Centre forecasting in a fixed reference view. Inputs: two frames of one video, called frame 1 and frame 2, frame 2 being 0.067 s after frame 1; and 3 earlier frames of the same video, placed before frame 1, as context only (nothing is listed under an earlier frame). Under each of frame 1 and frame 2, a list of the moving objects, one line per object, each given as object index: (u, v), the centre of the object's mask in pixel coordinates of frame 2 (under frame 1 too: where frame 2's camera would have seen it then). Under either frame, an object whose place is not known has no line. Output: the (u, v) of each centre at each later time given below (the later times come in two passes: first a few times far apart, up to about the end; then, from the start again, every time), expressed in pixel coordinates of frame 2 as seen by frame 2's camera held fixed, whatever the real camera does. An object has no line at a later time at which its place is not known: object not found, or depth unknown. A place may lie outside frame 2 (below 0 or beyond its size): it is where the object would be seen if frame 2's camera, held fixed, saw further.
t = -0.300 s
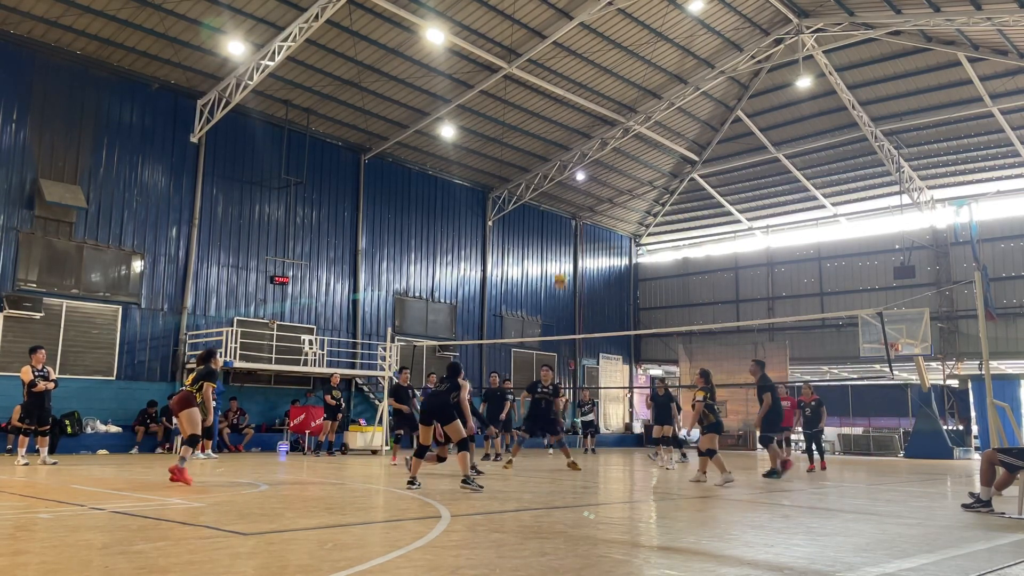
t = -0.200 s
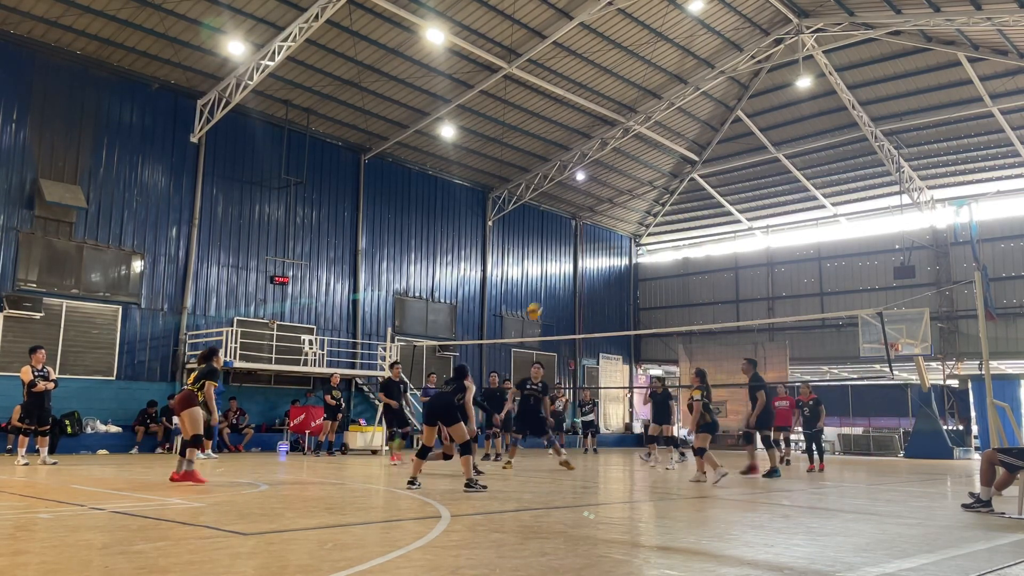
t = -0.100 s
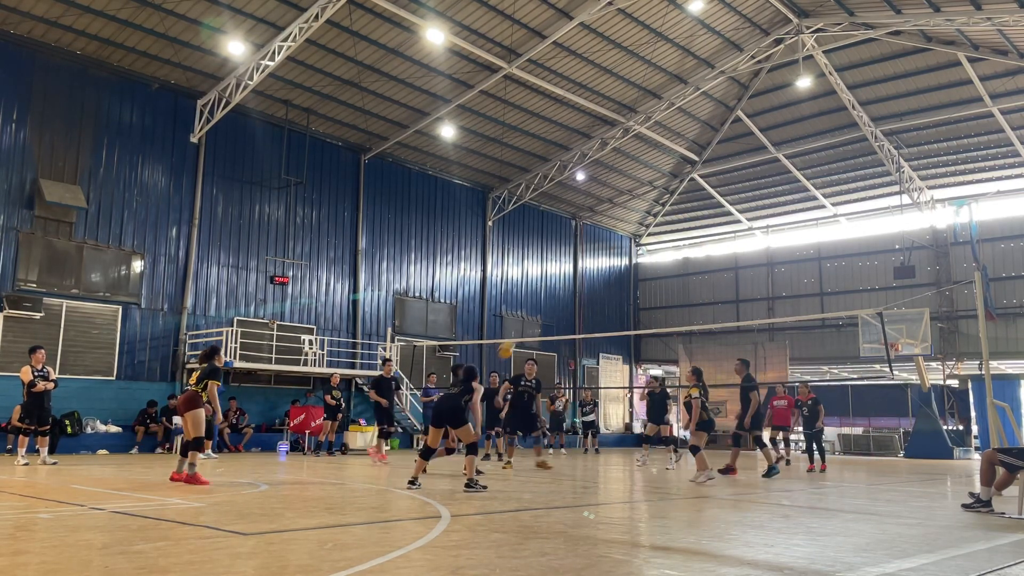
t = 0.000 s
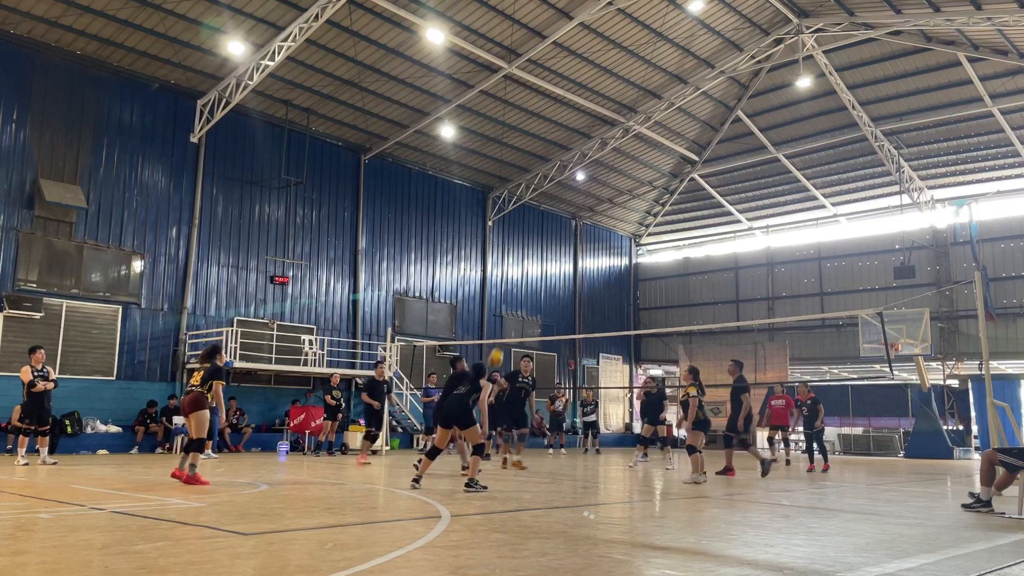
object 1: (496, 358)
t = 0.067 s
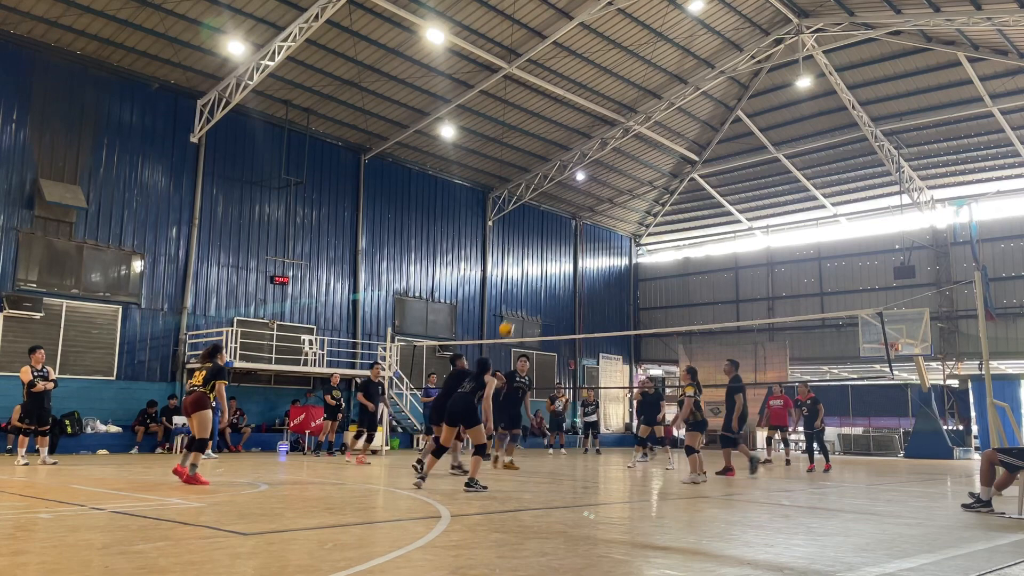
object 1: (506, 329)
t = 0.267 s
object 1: (537, 266)
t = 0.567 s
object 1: (582, 227)
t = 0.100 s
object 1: (512, 316)
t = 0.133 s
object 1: (516, 305)
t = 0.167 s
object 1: (522, 294)
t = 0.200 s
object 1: (527, 285)
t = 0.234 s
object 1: (531, 275)
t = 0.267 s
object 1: (537, 266)
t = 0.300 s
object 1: (542, 258)
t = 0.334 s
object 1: (547, 252)
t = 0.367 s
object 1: (553, 246)
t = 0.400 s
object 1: (558, 241)
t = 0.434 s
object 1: (563, 236)
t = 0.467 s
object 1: (568, 233)
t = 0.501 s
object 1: (572, 230)
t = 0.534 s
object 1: (577, 228)
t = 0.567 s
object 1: (582, 227)
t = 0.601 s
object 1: (586, 227)
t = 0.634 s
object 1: (591, 226)
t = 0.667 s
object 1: (596, 227)
